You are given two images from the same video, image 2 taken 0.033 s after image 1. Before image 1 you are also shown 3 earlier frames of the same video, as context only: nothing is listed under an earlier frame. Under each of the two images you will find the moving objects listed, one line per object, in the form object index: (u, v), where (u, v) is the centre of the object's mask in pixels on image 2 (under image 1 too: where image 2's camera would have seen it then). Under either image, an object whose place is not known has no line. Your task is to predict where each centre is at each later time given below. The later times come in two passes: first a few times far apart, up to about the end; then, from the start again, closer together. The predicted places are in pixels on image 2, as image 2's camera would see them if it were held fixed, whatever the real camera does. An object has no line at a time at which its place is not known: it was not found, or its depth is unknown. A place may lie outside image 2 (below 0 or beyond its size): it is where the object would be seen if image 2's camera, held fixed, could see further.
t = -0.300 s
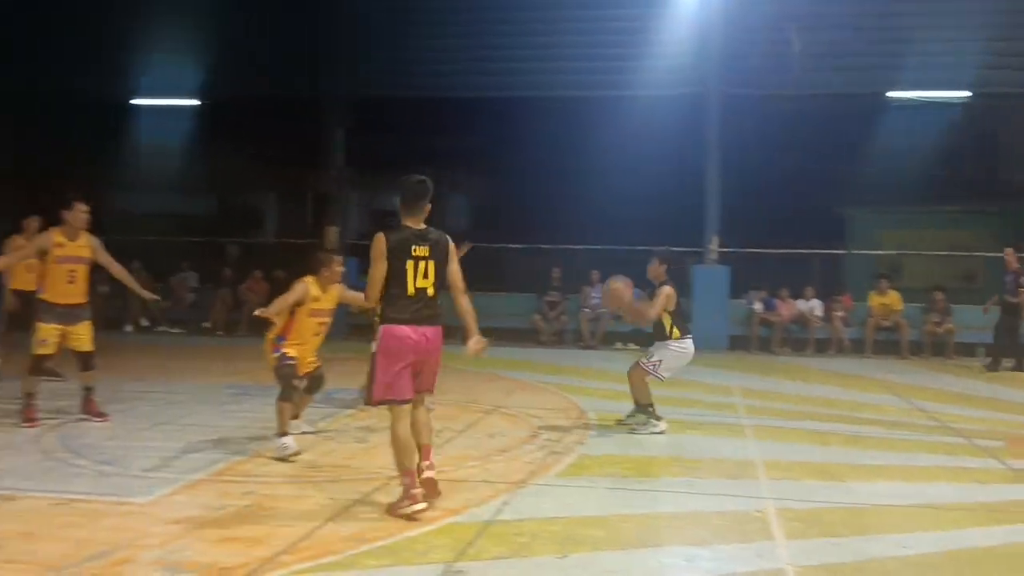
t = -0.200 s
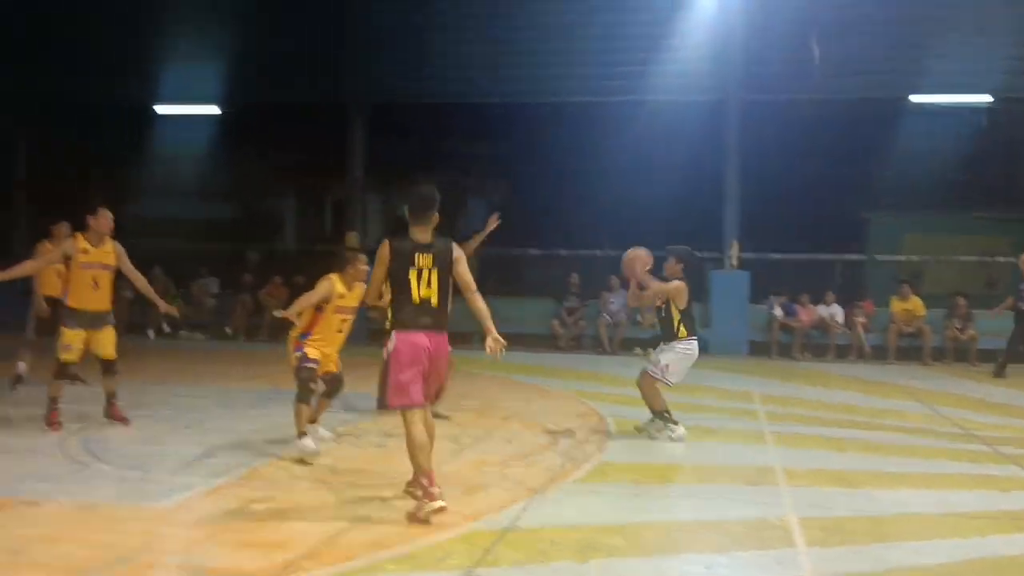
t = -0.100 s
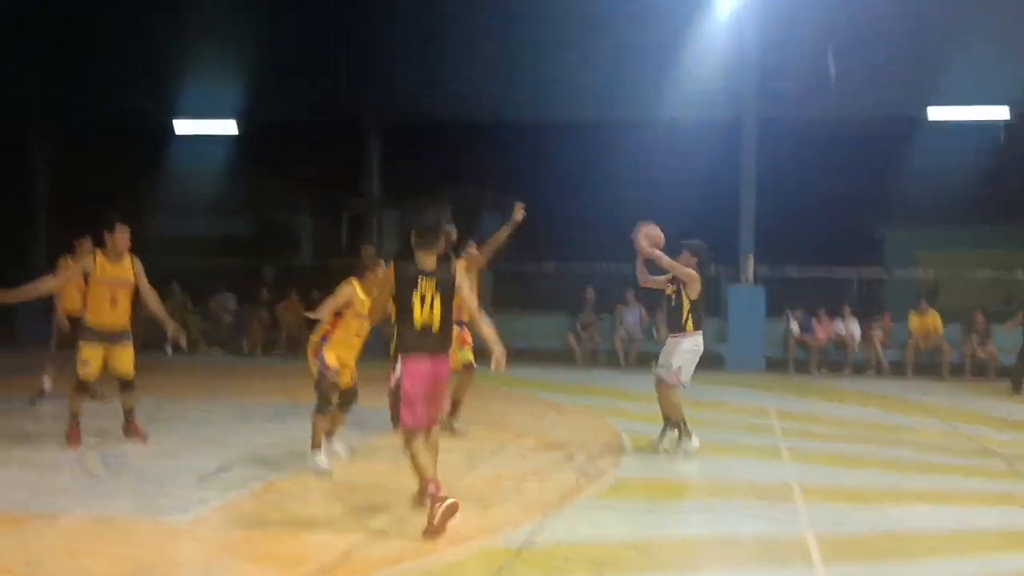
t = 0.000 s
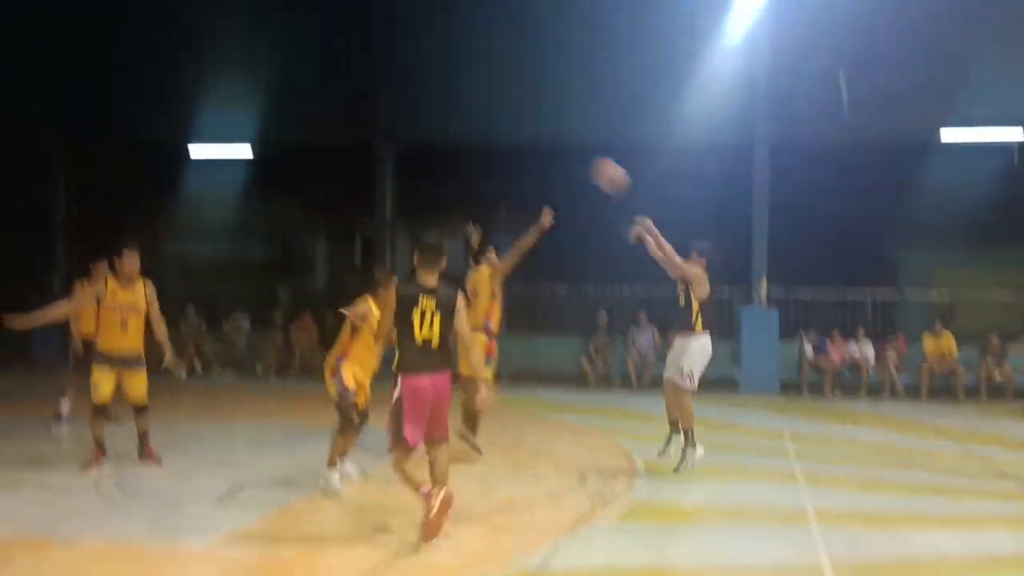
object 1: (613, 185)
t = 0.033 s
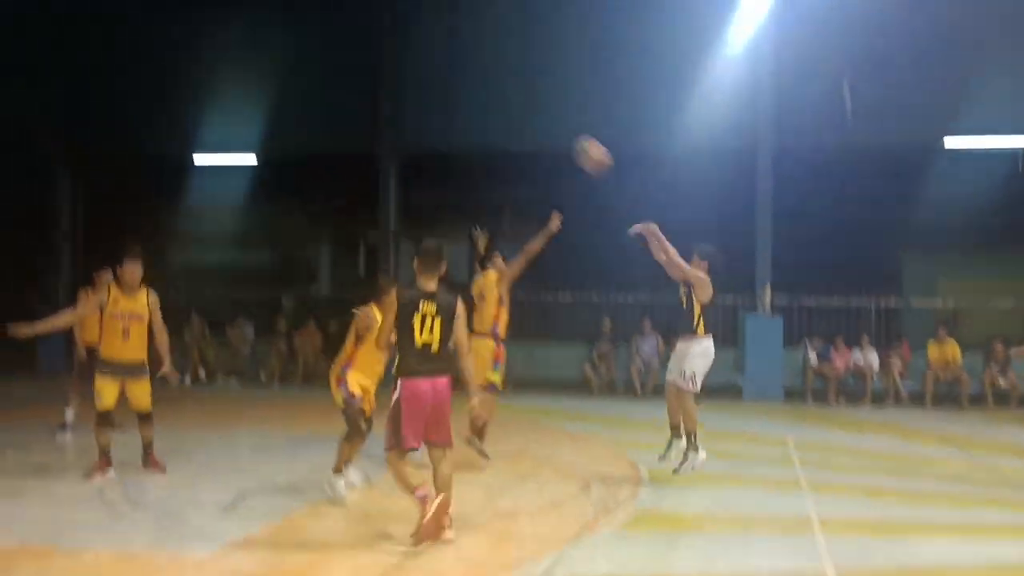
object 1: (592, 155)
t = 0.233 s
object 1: (474, 23)
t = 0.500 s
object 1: (324, -75)
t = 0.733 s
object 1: (197, -96)
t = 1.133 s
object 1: (-12, 18)
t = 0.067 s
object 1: (573, 131)
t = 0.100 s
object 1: (552, 106)
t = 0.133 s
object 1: (532, 83)
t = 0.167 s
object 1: (512, 63)
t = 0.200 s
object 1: (493, 41)
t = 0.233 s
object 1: (474, 23)
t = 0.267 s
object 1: (455, 6)
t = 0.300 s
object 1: (435, -10)
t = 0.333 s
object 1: (416, -26)
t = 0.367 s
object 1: (398, -38)
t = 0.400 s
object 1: (378, -51)
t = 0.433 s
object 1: (360, -61)
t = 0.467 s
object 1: (343, -69)
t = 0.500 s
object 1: (324, -75)
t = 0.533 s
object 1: (306, -80)
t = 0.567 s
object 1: (287, -85)
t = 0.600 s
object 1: (269, -88)
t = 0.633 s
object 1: (250, -91)
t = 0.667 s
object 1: (232, -94)
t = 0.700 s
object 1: (213, -95)
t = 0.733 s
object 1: (197, -96)
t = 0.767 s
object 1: (178, -94)
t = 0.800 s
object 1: (162, -89)
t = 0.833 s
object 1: (144, -84)
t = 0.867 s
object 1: (126, -77)
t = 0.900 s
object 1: (108, -69)
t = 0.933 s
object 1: (91, -61)
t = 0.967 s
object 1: (73, -50)
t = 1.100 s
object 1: (5, 1)
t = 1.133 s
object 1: (-12, 18)
